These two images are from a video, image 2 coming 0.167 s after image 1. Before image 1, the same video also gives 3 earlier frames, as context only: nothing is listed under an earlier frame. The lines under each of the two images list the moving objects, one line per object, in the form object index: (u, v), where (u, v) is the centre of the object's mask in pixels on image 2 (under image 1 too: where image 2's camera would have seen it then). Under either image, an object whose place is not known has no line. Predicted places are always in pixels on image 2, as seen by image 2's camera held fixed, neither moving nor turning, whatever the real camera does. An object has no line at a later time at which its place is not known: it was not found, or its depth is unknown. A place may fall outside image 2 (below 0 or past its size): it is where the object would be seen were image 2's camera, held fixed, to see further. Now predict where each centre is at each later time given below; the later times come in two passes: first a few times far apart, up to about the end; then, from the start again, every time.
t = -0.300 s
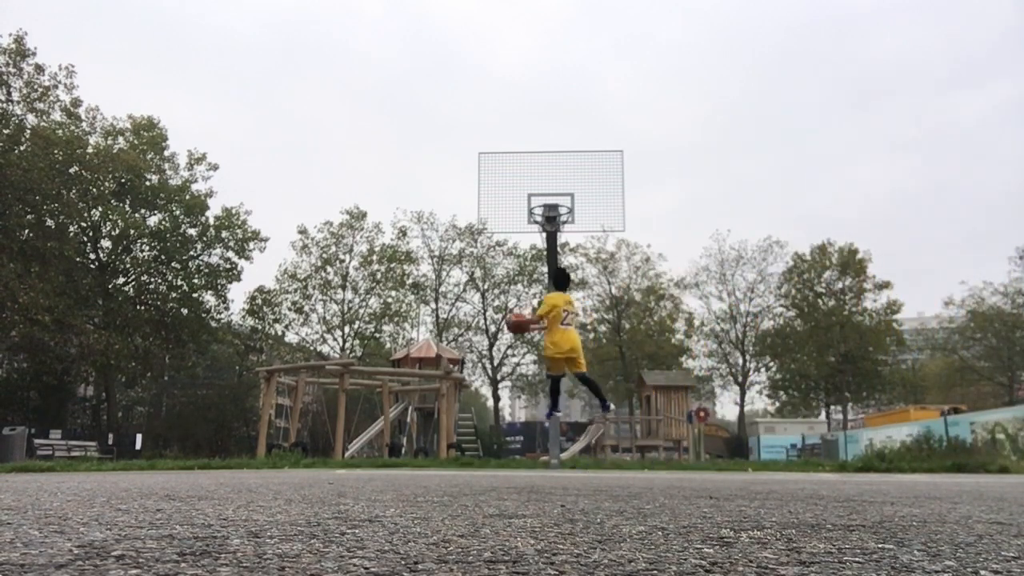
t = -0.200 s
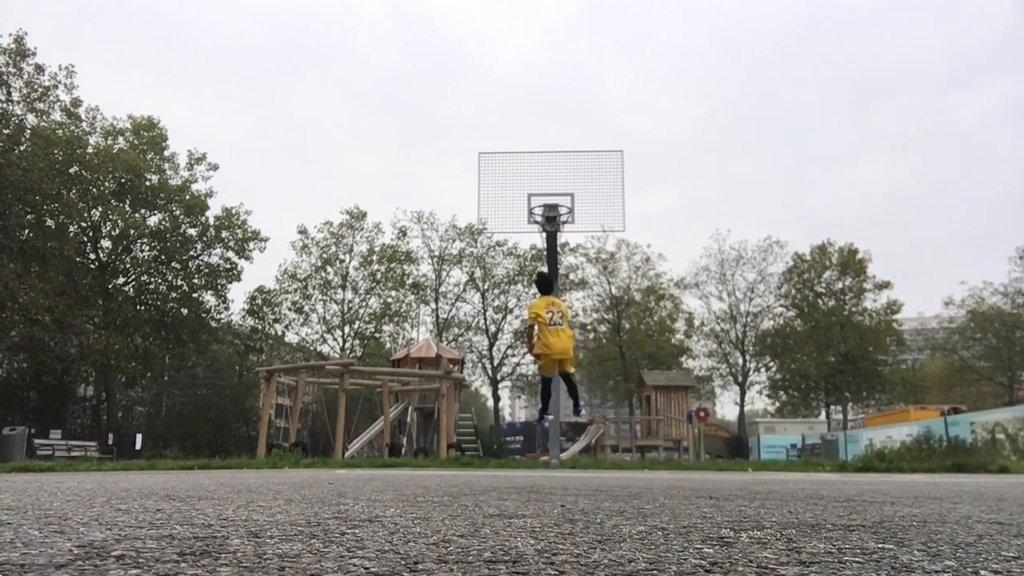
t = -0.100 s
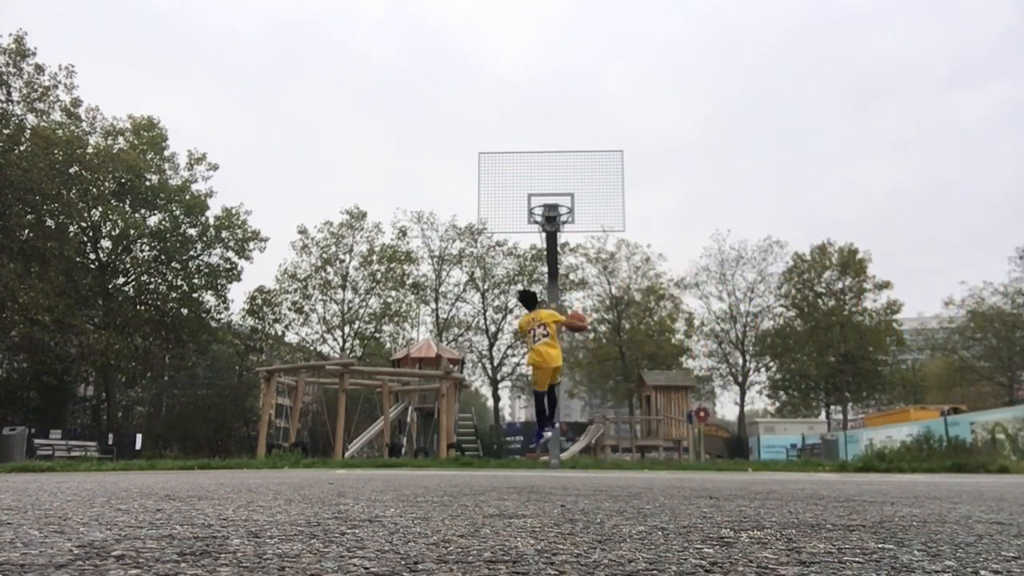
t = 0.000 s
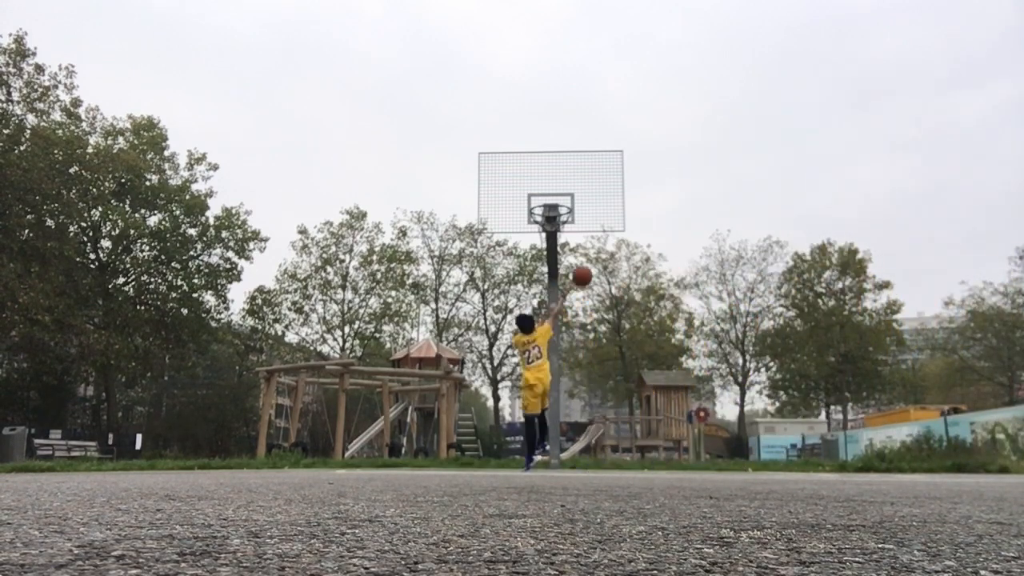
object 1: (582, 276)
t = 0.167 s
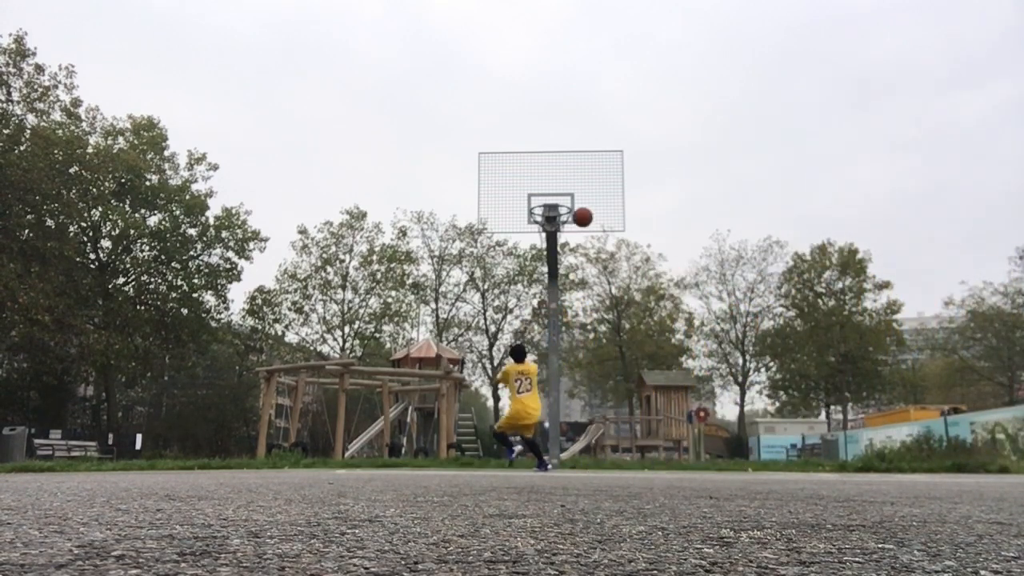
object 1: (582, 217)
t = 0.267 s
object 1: (583, 194)
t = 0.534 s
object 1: (583, 172)
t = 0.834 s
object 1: (552, 206)
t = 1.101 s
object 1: (540, 254)
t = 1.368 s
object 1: (535, 342)
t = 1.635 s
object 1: (534, 442)
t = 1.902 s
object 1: (549, 355)
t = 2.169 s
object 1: (565, 332)
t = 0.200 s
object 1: (583, 208)
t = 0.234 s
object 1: (583, 201)
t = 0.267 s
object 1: (583, 194)
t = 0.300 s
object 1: (583, 188)
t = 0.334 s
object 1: (584, 183)
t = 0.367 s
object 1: (584, 179)
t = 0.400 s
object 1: (584, 176)
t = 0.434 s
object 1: (584, 174)
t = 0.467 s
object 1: (585, 173)
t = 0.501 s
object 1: (585, 172)
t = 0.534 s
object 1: (583, 172)
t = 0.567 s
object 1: (579, 172)
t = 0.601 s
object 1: (576, 173)
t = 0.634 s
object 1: (572, 176)
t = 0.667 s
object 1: (569, 178)
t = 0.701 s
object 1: (566, 182)
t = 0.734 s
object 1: (562, 187)
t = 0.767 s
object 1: (559, 192)
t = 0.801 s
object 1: (556, 197)
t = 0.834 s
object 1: (552, 206)
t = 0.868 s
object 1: (549, 214)
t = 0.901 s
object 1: (545, 223)
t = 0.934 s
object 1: (542, 229)
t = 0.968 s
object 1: (542, 233)
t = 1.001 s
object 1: (541, 237)
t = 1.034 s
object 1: (541, 242)
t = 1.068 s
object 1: (540, 248)
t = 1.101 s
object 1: (540, 254)
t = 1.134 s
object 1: (540, 261)
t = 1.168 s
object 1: (539, 271)
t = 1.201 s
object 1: (538, 279)
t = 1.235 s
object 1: (538, 290)
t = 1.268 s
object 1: (537, 302)
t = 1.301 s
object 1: (537, 314)
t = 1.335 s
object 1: (536, 327)
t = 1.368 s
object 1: (535, 342)
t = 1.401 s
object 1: (535, 356)
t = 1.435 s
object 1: (535, 373)
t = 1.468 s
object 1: (533, 390)
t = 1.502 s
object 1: (533, 408)
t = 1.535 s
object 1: (532, 428)
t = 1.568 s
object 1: (532, 449)
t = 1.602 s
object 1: (532, 457)
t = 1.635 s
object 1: (534, 442)
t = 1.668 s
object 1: (535, 427)
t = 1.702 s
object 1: (538, 413)
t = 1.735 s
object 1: (540, 401)
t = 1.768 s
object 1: (542, 390)
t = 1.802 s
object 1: (544, 380)
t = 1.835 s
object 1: (546, 370)
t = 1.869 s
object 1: (548, 362)
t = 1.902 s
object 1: (549, 355)
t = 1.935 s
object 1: (552, 348)
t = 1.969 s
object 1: (553, 343)
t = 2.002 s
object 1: (555, 339)
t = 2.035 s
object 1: (557, 335)
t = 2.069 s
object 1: (559, 333)
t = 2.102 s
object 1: (561, 332)
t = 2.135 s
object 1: (563, 331)
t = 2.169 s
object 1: (565, 332)
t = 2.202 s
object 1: (567, 333)
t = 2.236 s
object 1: (569, 335)
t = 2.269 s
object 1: (571, 339)
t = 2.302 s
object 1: (573, 343)
